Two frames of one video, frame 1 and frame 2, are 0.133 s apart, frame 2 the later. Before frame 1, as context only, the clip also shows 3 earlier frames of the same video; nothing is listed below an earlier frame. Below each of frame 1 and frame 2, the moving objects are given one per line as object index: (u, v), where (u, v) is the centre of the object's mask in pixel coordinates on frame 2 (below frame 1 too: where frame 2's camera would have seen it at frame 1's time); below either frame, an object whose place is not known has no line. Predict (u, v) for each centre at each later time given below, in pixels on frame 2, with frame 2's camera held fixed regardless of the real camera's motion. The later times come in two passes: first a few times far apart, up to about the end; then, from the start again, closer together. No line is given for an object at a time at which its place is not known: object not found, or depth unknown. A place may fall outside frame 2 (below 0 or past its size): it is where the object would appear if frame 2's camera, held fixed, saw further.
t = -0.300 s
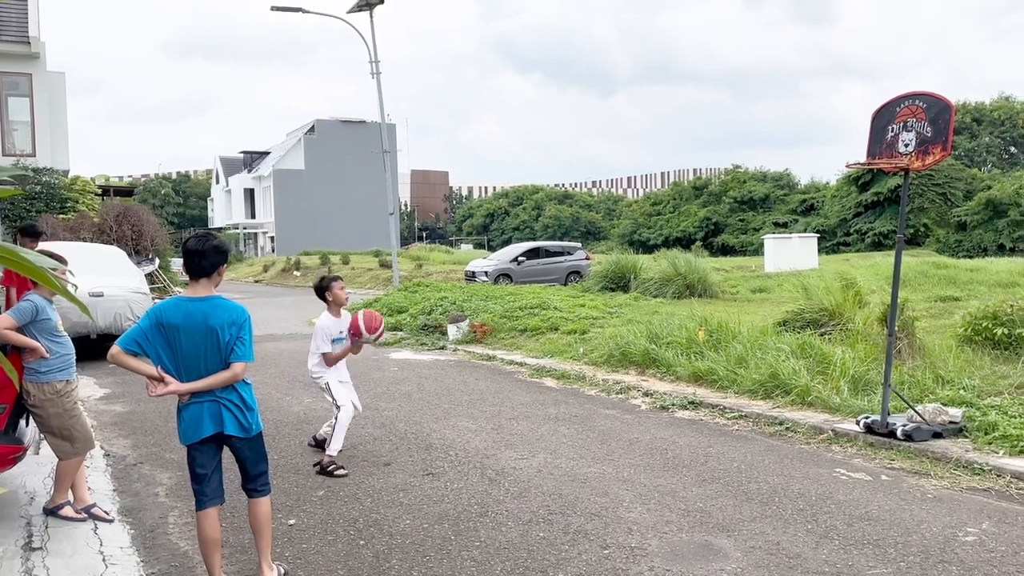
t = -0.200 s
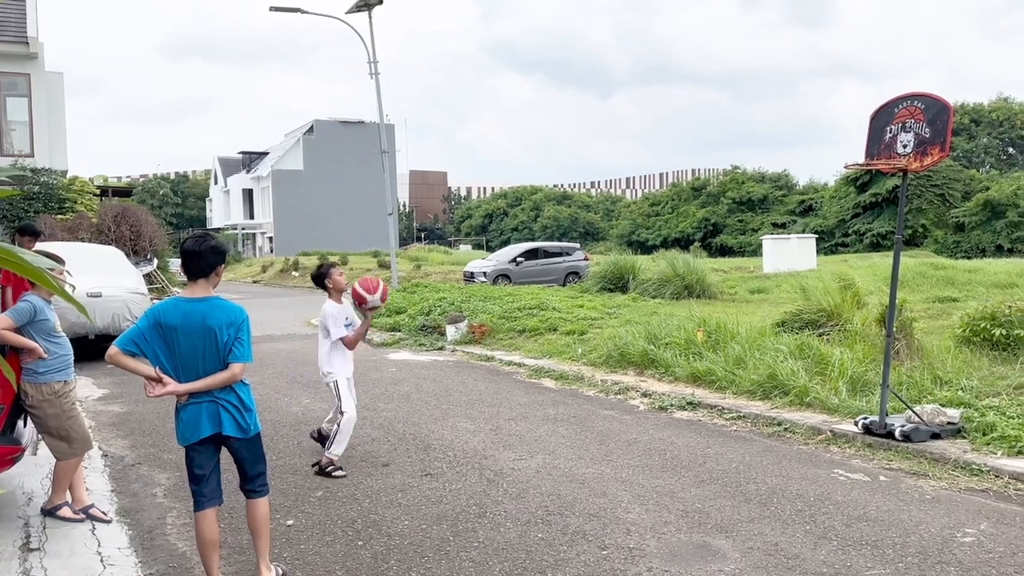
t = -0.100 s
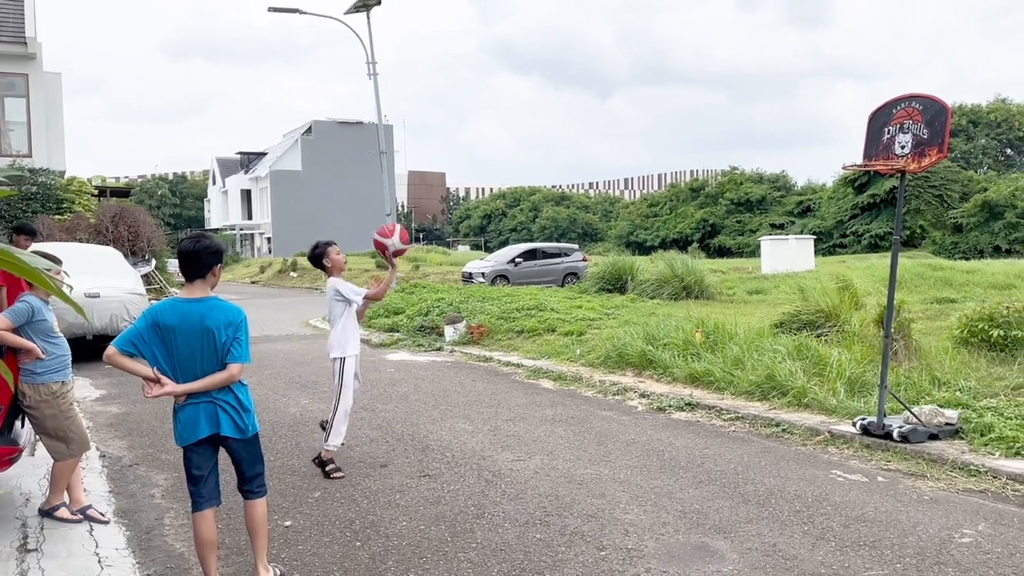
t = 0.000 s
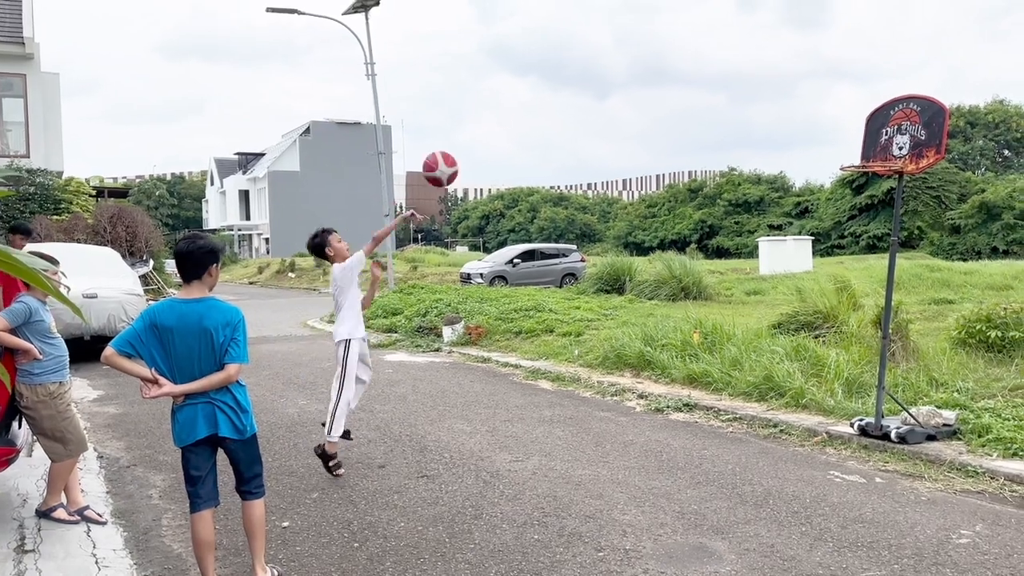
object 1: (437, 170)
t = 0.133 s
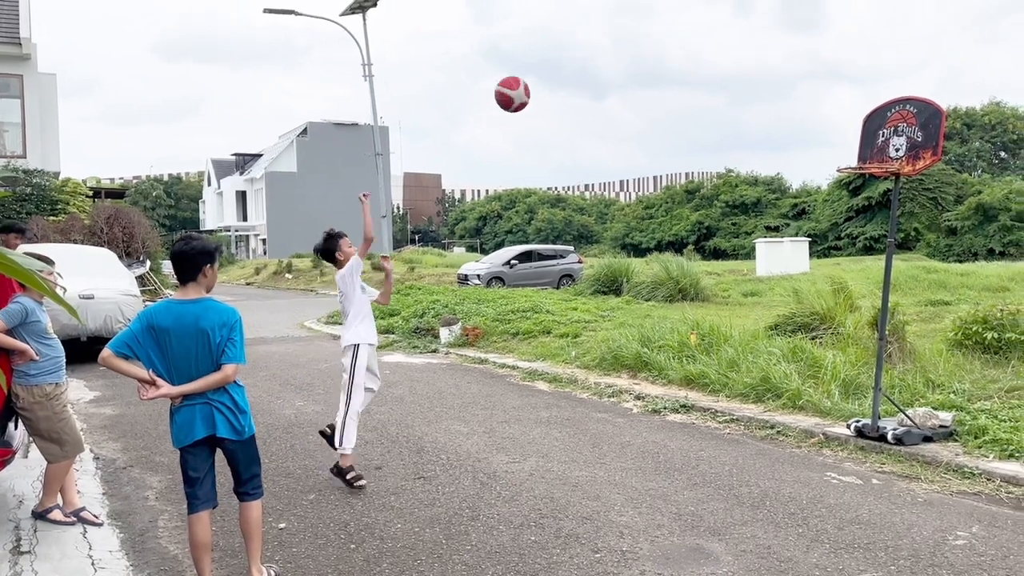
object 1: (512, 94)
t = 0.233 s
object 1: (568, 55)
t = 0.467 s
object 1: (697, 21)
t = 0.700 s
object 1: (821, 66)
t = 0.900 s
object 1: (897, 146)
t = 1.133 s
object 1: (868, 138)
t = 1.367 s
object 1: (838, 154)
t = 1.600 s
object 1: (805, 220)
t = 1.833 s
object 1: (775, 367)
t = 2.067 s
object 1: (745, 369)
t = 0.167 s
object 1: (531, 79)
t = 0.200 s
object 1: (549, 66)
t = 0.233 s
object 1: (568, 55)
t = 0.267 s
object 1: (587, 45)
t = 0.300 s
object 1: (605, 37)
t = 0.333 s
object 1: (624, 30)
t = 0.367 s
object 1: (642, 25)
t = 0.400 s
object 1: (660, 22)
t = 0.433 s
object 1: (679, 21)
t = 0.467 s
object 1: (697, 21)
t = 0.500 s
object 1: (715, 23)
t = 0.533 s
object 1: (733, 26)
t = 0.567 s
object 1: (750, 31)
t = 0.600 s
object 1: (768, 37)
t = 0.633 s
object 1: (786, 45)
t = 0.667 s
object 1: (803, 55)
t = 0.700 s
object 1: (821, 66)
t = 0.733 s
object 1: (838, 78)
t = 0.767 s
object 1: (855, 92)
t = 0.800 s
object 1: (872, 107)
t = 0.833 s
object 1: (888, 125)
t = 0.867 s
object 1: (899, 139)
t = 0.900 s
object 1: (897, 146)
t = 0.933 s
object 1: (894, 148)
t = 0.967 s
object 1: (888, 149)
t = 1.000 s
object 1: (883, 147)
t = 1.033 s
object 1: (880, 142)
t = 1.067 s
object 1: (876, 139)
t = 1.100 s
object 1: (872, 138)
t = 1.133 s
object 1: (868, 138)
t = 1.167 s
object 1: (866, 141)
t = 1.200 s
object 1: (860, 143)
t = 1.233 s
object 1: (856, 148)
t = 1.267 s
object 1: (851, 150)
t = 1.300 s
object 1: (847, 150)
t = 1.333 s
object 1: (843, 152)
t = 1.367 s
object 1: (838, 154)
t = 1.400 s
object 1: (834, 158)
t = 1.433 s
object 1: (829, 165)
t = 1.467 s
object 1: (826, 172)
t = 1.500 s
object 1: (821, 182)
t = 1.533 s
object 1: (816, 193)
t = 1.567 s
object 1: (811, 205)
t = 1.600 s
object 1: (805, 220)
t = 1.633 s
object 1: (801, 236)
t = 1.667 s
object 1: (796, 254)
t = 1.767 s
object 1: (783, 316)
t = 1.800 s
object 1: (779, 340)
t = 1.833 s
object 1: (775, 367)
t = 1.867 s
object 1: (771, 395)
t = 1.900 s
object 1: (767, 425)
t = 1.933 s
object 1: (764, 455)
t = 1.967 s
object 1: (759, 444)
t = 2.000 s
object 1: (753, 418)
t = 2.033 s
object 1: (748, 393)
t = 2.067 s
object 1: (745, 369)
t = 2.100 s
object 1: (740, 347)
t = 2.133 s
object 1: (735, 326)
